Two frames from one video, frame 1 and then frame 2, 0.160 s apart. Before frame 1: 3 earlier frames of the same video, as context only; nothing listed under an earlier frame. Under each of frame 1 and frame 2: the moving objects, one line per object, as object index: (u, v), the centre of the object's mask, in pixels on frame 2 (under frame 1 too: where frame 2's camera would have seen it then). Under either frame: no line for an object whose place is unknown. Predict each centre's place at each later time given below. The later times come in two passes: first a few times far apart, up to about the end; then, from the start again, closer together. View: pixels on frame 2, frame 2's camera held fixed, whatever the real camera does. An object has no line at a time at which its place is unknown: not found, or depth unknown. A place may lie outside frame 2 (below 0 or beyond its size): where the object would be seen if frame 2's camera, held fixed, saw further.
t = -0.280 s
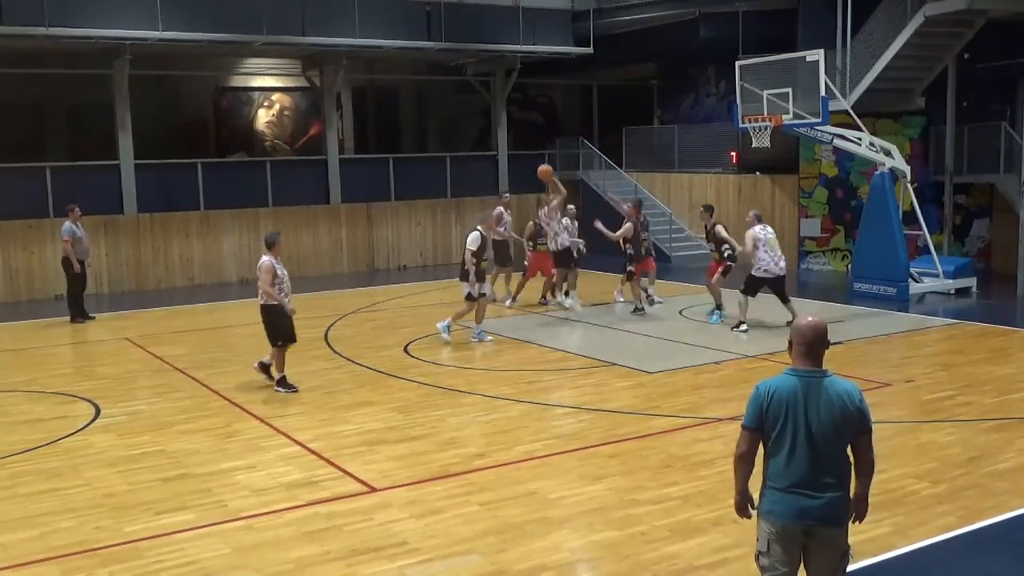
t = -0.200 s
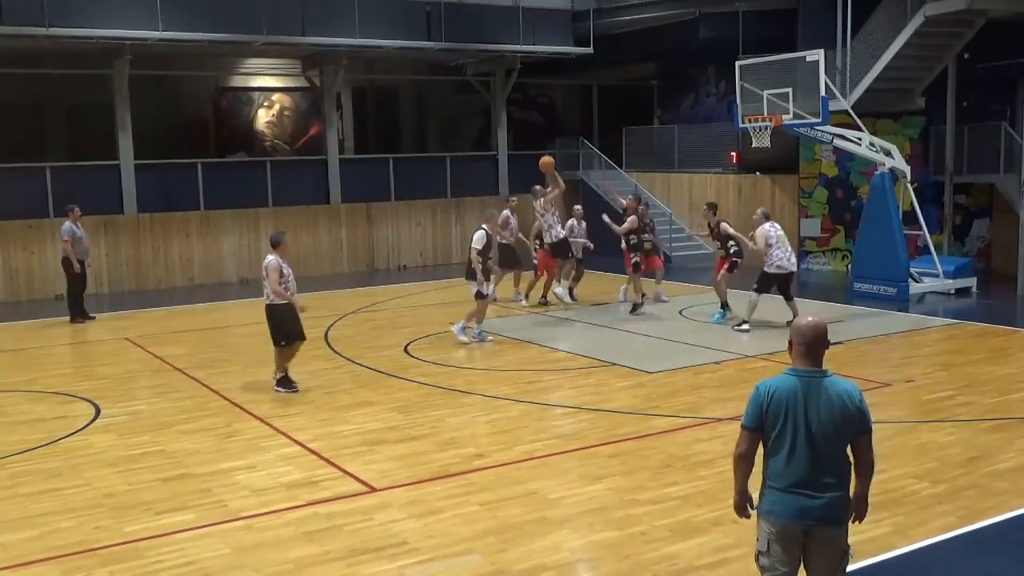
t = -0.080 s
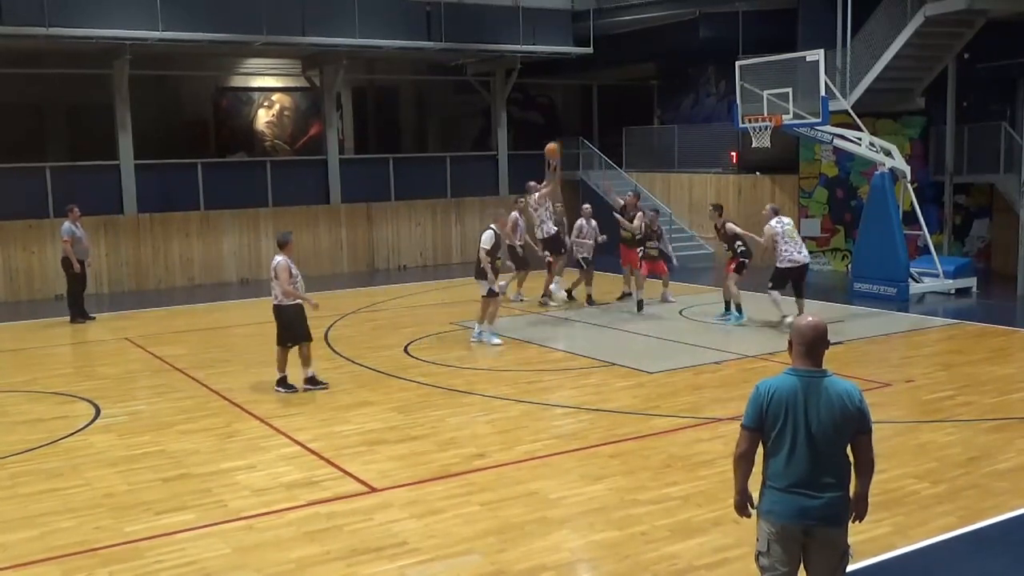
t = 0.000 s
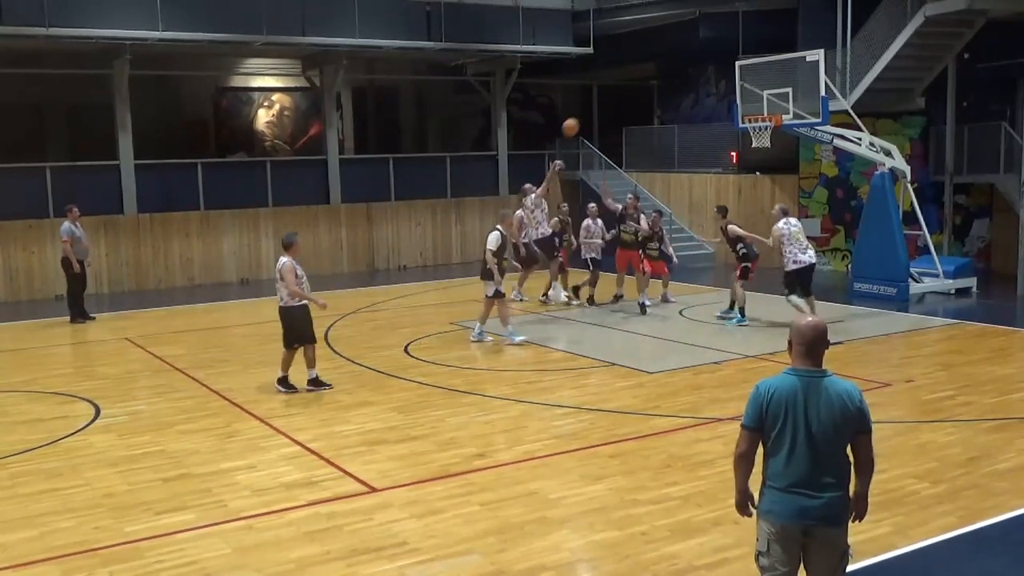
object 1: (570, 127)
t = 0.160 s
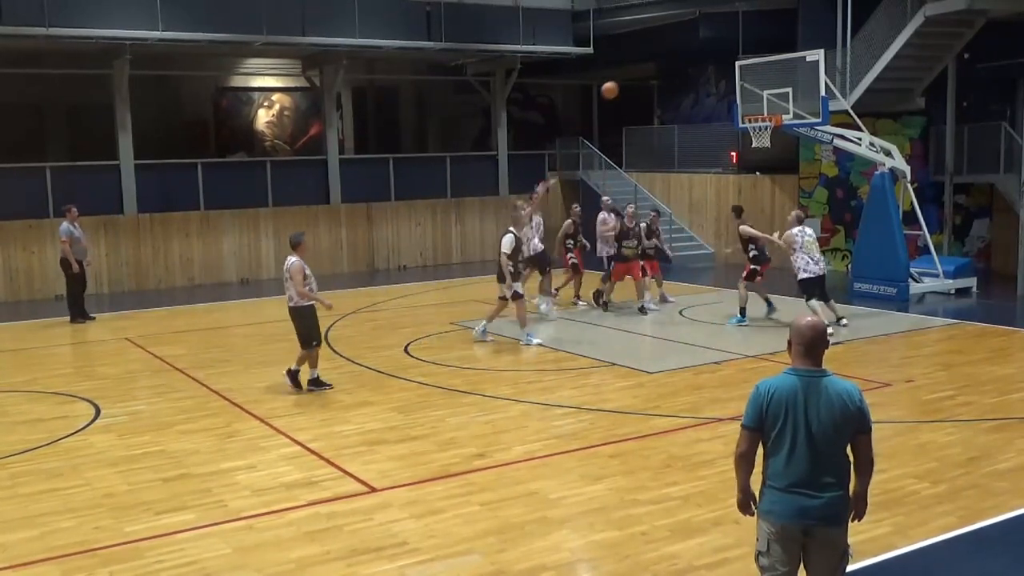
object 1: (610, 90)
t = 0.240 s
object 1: (629, 78)
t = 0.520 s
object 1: (697, 68)
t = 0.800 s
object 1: (765, 108)
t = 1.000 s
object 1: (764, 107)
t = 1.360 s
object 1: (767, 107)
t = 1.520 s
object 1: (757, 110)
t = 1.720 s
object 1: (762, 121)
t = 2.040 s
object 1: (767, 145)
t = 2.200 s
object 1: (762, 171)
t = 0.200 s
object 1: (619, 83)
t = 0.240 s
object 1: (629, 78)
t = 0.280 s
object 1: (638, 73)
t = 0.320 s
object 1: (649, 70)
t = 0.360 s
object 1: (658, 68)
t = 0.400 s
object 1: (668, 66)
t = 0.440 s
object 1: (677, 66)
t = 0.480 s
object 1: (687, 66)
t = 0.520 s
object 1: (697, 68)
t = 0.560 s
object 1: (707, 71)
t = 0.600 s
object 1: (717, 74)
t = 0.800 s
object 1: (765, 108)
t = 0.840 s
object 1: (762, 111)
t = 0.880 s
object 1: (754, 112)
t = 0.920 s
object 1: (757, 111)
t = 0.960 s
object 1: (762, 110)
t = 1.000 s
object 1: (764, 107)
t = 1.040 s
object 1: (765, 104)
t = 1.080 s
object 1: (766, 102)
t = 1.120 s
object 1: (768, 100)
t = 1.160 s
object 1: (770, 100)
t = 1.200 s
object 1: (772, 100)
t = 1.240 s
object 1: (772, 101)
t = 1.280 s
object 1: (772, 103)
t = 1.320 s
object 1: (770, 107)
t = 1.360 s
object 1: (767, 107)
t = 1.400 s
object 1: (765, 107)
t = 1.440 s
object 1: (763, 107)
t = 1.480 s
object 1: (761, 108)
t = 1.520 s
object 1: (757, 110)
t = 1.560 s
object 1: (755, 112)
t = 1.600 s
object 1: (757, 112)
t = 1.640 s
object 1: (759, 113)
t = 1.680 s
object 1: (761, 115)
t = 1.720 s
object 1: (762, 121)
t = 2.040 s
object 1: (767, 145)
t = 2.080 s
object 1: (766, 151)
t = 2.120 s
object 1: (764, 156)
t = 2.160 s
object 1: (763, 164)
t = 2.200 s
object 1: (762, 171)
